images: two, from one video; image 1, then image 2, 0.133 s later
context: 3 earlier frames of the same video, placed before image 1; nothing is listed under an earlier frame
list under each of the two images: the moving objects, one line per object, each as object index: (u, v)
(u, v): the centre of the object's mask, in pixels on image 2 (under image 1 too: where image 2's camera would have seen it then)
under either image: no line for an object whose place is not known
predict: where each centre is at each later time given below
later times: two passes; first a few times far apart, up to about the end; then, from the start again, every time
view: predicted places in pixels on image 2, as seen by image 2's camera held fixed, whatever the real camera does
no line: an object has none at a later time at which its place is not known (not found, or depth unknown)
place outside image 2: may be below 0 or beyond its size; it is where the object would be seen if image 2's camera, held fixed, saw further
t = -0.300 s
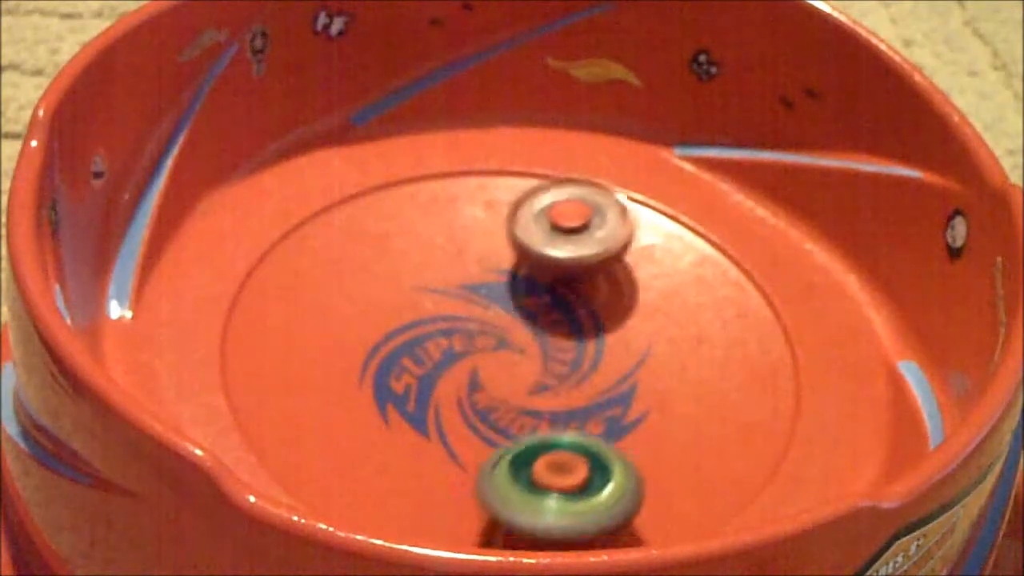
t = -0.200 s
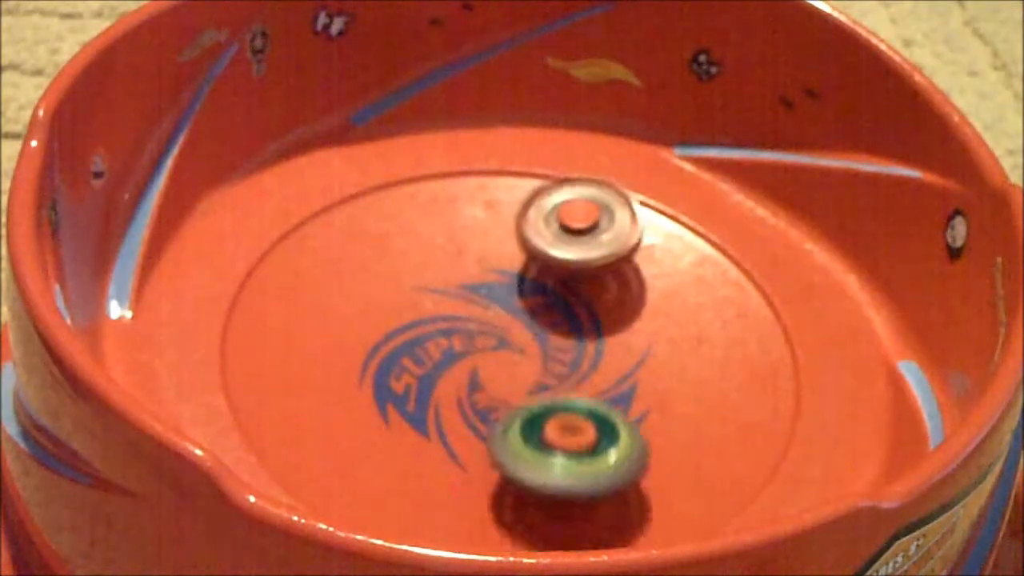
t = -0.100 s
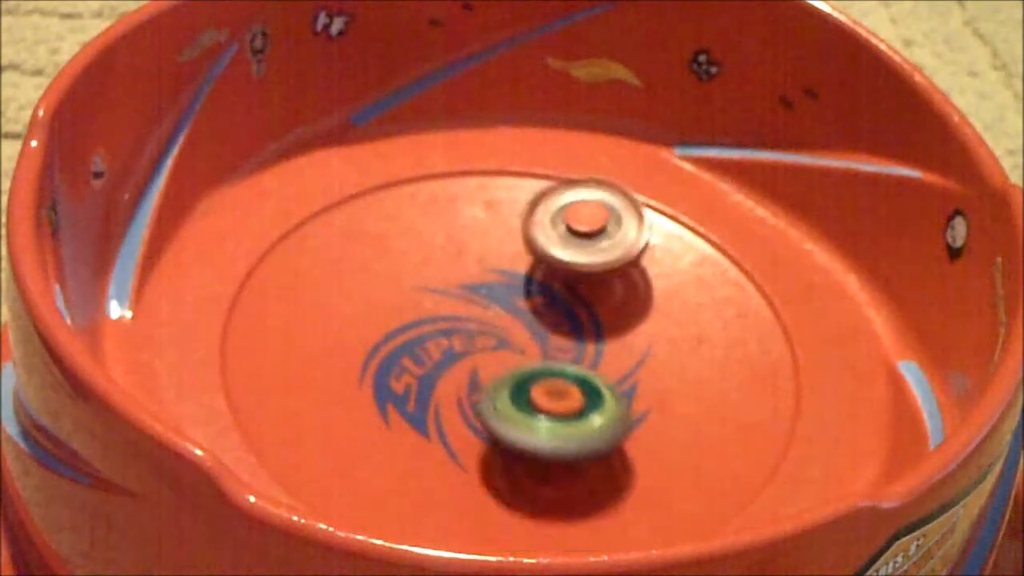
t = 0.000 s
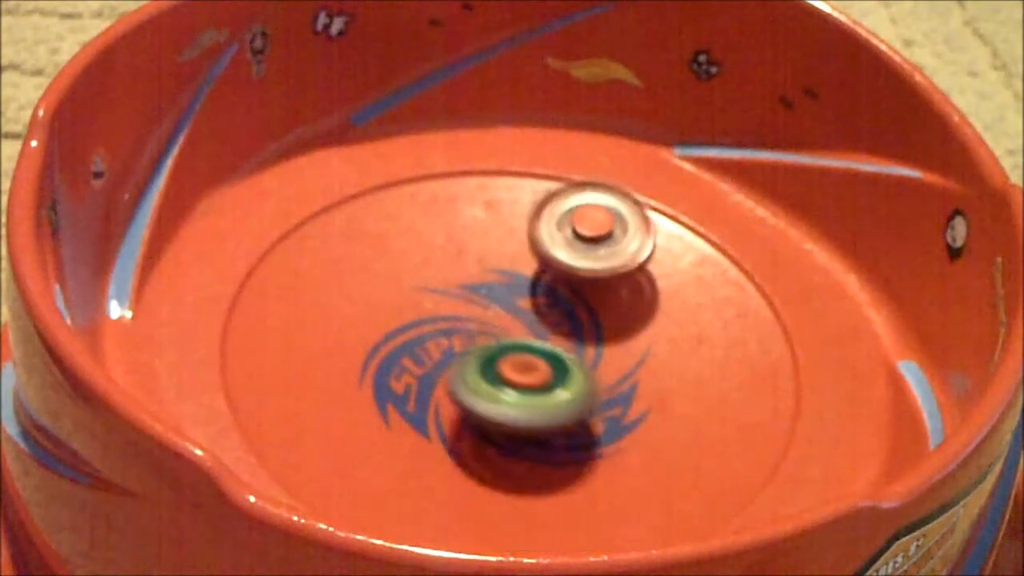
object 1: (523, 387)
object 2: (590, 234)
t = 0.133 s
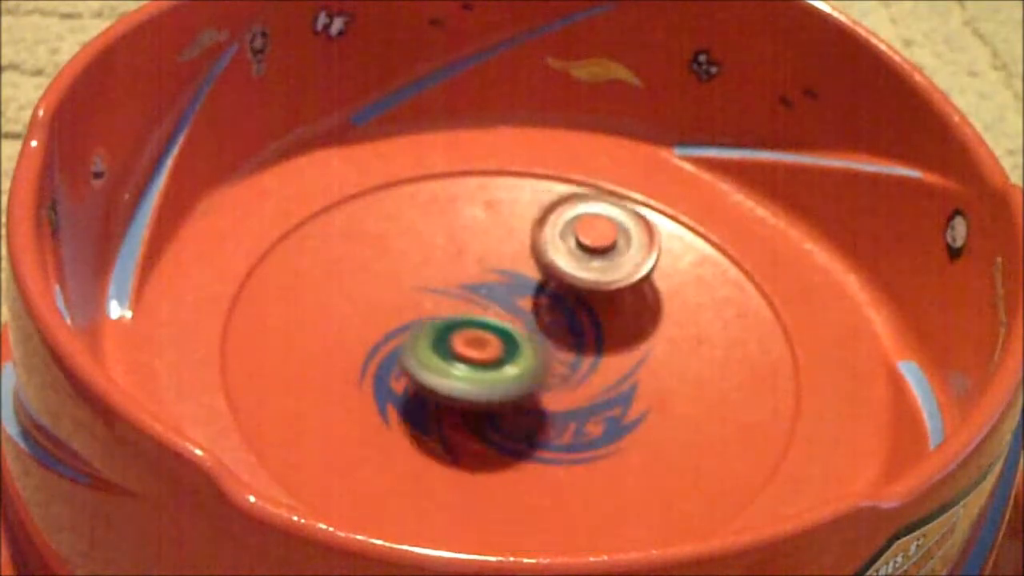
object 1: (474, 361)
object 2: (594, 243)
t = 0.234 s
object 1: (439, 346)
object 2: (593, 254)
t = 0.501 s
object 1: (373, 327)
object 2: (576, 321)
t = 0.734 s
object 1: (368, 324)
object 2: (536, 380)
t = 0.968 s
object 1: (389, 315)
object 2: (503, 405)
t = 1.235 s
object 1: (421, 288)
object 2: (497, 406)
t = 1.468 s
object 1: (441, 259)
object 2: (504, 397)
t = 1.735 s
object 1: (455, 241)
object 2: (512, 358)
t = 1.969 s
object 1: (476, 225)
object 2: (520, 327)
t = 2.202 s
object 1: (489, 211)
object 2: (521, 324)
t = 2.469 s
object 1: (510, 220)
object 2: (513, 322)
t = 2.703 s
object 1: (530, 218)
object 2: (507, 345)
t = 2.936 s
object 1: (559, 256)
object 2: (507, 354)
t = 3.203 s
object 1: (622, 290)
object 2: (521, 360)
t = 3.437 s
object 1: (680, 296)
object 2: (517, 363)
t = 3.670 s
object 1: (709, 276)
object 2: (489, 358)
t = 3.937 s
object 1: (652, 310)
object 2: (478, 340)
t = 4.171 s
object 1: (626, 365)
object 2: (479, 325)
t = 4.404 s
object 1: (621, 408)
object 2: (486, 316)
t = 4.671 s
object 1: (612, 430)
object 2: (502, 309)
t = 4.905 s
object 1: (586, 428)
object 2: (526, 311)
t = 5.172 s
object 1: (527, 421)
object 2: (545, 320)
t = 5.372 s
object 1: (483, 414)
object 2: (554, 327)
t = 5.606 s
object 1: (440, 398)
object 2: (558, 338)
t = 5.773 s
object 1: (421, 382)
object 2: (552, 350)
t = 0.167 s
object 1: (460, 355)
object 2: (594, 247)
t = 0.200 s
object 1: (451, 350)
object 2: (594, 250)
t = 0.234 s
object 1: (439, 346)
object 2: (593, 254)
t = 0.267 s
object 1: (430, 343)
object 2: (593, 259)
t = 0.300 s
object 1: (419, 340)
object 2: (591, 266)
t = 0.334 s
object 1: (410, 338)
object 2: (590, 273)
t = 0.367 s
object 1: (400, 335)
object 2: (589, 281)
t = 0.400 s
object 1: (392, 333)
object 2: (586, 290)
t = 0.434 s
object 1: (384, 331)
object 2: (584, 300)
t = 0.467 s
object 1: (378, 328)
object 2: (581, 310)
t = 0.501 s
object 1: (373, 327)
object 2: (576, 321)
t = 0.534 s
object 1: (369, 326)
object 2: (571, 328)
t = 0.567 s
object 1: (366, 326)
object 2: (566, 339)
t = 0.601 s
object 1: (365, 326)
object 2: (561, 348)
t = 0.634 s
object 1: (364, 326)
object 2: (555, 357)
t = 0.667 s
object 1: (364, 325)
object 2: (549, 367)
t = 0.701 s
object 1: (365, 325)
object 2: (543, 375)
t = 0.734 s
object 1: (368, 324)
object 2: (536, 380)
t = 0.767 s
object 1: (372, 324)
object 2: (530, 387)
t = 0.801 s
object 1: (374, 323)
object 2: (525, 391)
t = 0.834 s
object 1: (377, 322)
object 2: (519, 396)
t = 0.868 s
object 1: (380, 321)
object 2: (514, 399)
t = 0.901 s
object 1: (383, 320)
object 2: (510, 402)
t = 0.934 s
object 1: (386, 318)
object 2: (506, 404)
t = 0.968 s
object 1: (389, 315)
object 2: (503, 405)
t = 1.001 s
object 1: (393, 312)
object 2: (501, 406)
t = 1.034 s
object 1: (396, 309)
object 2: (500, 407)
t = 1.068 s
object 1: (401, 306)
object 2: (499, 406)
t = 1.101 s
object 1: (404, 302)
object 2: (498, 407)
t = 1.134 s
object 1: (409, 299)
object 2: (497, 407)
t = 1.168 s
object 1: (412, 295)
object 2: (497, 407)
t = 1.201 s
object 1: (417, 292)
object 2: (497, 407)
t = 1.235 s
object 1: (421, 288)
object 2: (497, 406)
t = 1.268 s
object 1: (424, 285)
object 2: (498, 406)
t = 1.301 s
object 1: (426, 281)
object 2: (499, 405)
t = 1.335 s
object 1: (428, 277)
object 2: (500, 404)
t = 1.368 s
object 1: (432, 272)
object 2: (501, 402)
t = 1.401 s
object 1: (435, 268)
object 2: (501, 401)
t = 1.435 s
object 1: (438, 263)
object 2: (502, 400)
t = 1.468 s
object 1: (441, 259)
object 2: (504, 397)
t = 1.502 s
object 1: (442, 255)
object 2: (504, 395)
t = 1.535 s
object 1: (444, 252)
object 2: (505, 391)
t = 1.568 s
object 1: (445, 249)
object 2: (507, 387)
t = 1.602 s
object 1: (446, 247)
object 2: (508, 383)
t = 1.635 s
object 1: (448, 245)
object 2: (509, 377)
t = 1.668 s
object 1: (450, 243)
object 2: (511, 371)
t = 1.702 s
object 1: (453, 242)
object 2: (511, 364)
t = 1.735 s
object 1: (455, 241)
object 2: (512, 358)
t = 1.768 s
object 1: (458, 241)
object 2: (513, 352)
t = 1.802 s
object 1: (461, 240)
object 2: (514, 346)
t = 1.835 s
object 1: (464, 239)
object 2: (515, 340)
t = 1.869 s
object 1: (468, 237)
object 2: (518, 337)
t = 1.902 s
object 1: (470, 232)
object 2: (520, 333)
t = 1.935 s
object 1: (473, 228)
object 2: (520, 331)
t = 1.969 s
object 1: (476, 225)
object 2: (520, 327)
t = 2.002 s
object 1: (478, 224)
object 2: (520, 325)
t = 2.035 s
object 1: (481, 224)
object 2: (520, 324)
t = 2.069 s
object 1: (483, 222)
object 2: (521, 325)
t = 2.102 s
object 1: (485, 216)
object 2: (523, 326)
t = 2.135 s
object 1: (486, 212)
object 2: (523, 325)
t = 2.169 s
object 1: (488, 211)
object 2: (522, 324)
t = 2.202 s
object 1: (489, 211)
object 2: (521, 324)
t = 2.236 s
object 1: (491, 212)
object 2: (520, 322)
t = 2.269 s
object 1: (492, 214)
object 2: (518, 321)
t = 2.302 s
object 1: (495, 216)
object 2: (516, 321)
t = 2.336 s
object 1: (497, 218)
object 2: (514, 321)
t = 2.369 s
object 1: (499, 217)
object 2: (515, 321)
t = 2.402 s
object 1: (503, 217)
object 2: (514, 321)
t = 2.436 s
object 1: (506, 219)
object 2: (513, 321)
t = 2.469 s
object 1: (510, 220)
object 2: (513, 322)
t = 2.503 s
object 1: (515, 217)
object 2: (512, 328)
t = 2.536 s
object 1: (520, 211)
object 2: (512, 333)
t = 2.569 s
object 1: (523, 209)
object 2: (511, 335)
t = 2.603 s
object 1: (526, 209)
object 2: (509, 337)
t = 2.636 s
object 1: (527, 211)
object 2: (508, 341)
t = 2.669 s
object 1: (528, 214)
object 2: (507, 343)
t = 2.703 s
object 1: (530, 218)
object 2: (507, 345)
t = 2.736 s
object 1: (532, 223)
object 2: (507, 346)
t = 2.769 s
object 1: (535, 227)
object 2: (507, 348)
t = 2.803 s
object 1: (538, 234)
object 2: (506, 349)
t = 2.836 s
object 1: (542, 239)
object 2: (506, 350)
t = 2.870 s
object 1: (547, 245)
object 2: (507, 351)
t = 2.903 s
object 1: (552, 250)
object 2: (507, 353)
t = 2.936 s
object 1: (559, 256)
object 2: (507, 354)
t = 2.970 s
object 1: (566, 261)
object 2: (509, 356)
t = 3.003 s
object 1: (574, 266)
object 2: (510, 357)
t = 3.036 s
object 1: (581, 271)
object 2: (511, 357)
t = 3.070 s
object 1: (589, 276)
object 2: (512, 358)
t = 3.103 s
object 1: (596, 280)
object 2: (513, 359)
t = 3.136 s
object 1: (605, 284)
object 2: (516, 359)
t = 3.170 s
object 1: (614, 287)
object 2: (518, 359)
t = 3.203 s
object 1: (622, 290)
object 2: (521, 360)
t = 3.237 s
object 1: (629, 293)
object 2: (522, 359)
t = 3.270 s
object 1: (636, 295)
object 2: (524, 361)
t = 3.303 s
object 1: (641, 297)
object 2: (526, 360)
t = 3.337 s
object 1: (647, 300)
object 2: (529, 360)
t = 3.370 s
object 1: (651, 302)
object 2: (531, 358)
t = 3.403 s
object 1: (656, 303)
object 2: (534, 359)
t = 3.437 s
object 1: (680, 296)
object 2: (517, 363)
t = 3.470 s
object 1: (700, 288)
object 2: (502, 368)
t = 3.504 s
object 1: (710, 283)
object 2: (500, 367)
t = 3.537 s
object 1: (716, 280)
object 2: (499, 364)
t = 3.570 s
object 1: (717, 278)
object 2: (495, 364)
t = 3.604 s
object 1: (716, 277)
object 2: (494, 360)
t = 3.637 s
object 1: (713, 276)
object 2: (490, 359)
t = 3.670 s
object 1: (709, 276)
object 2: (489, 358)
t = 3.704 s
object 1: (704, 277)
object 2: (487, 355)
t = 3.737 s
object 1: (697, 279)
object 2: (486, 352)
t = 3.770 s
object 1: (690, 282)
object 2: (484, 350)
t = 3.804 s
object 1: (683, 286)
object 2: (483, 348)
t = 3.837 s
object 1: (675, 291)
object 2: (482, 347)
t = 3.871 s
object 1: (667, 296)
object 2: (479, 343)
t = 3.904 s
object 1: (658, 303)
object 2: (479, 342)
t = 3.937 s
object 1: (652, 310)
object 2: (478, 340)
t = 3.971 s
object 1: (646, 317)
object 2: (477, 337)
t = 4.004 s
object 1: (640, 325)
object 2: (477, 336)
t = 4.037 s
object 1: (635, 333)
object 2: (476, 334)
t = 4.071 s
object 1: (631, 341)
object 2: (476, 332)
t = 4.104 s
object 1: (628, 349)
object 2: (477, 331)
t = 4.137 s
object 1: (627, 357)
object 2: (477, 329)
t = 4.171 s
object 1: (626, 365)
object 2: (479, 325)
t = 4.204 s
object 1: (625, 372)
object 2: (479, 323)
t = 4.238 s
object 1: (624, 380)
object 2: (480, 322)
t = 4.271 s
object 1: (623, 386)
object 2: (481, 322)
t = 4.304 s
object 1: (623, 392)
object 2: (481, 321)
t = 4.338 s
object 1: (622, 398)
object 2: (483, 318)
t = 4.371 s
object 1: (622, 403)
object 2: (484, 317)
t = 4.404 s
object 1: (621, 408)
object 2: (486, 316)
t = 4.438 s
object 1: (620, 412)
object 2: (487, 315)
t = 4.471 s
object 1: (620, 416)
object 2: (488, 314)
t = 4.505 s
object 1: (618, 420)
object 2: (490, 312)
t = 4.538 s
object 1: (617, 422)
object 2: (492, 311)
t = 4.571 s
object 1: (616, 425)
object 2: (494, 310)
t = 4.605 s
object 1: (615, 427)
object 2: (497, 310)
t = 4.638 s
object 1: (614, 429)
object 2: (499, 309)
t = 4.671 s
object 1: (612, 430)
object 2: (502, 309)
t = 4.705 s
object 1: (609, 431)
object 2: (504, 309)
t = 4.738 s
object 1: (606, 431)
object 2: (508, 309)
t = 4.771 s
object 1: (603, 431)
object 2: (511, 309)
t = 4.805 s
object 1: (599, 431)
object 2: (515, 309)
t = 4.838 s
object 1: (595, 430)
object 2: (518, 310)
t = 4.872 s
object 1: (591, 429)
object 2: (522, 310)
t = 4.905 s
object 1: (586, 428)
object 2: (526, 311)
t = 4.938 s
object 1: (579, 427)
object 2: (529, 312)
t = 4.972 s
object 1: (573, 426)
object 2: (532, 313)
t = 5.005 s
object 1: (565, 424)
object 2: (535, 315)
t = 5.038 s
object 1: (558, 423)
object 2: (538, 316)
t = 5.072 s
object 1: (550, 423)
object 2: (539, 317)
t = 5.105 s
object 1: (542, 422)
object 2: (542, 318)
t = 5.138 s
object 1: (534, 421)
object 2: (543, 319)
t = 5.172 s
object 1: (527, 421)
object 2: (545, 320)
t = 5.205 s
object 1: (520, 420)
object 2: (546, 321)
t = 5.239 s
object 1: (511, 419)
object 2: (548, 322)
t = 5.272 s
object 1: (505, 418)
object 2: (551, 324)
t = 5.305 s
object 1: (498, 417)
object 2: (552, 325)
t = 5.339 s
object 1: (489, 415)
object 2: (553, 326)
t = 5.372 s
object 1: (483, 414)
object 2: (554, 327)
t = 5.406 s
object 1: (476, 412)
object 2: (555, 328)
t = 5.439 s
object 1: (470, 410)
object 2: (556, 330)
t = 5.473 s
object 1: (462, 408)
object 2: (557, 331)
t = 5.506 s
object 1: (457, 406)
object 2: (558, 332)
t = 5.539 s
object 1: (450, 403)
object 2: (558, 334)
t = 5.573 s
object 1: (446, 401)
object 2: (558, 336)
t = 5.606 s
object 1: (440, 398)
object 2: (558, 338)
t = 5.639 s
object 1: (435, 394)
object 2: (558, 340)
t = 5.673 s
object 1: (432, 392)
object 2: (558, 340)
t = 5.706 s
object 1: (427, 389)
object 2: (556, 348)
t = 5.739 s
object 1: (424, 386)
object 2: (554, 349)
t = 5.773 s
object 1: (421, 382)
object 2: (552, 350)
